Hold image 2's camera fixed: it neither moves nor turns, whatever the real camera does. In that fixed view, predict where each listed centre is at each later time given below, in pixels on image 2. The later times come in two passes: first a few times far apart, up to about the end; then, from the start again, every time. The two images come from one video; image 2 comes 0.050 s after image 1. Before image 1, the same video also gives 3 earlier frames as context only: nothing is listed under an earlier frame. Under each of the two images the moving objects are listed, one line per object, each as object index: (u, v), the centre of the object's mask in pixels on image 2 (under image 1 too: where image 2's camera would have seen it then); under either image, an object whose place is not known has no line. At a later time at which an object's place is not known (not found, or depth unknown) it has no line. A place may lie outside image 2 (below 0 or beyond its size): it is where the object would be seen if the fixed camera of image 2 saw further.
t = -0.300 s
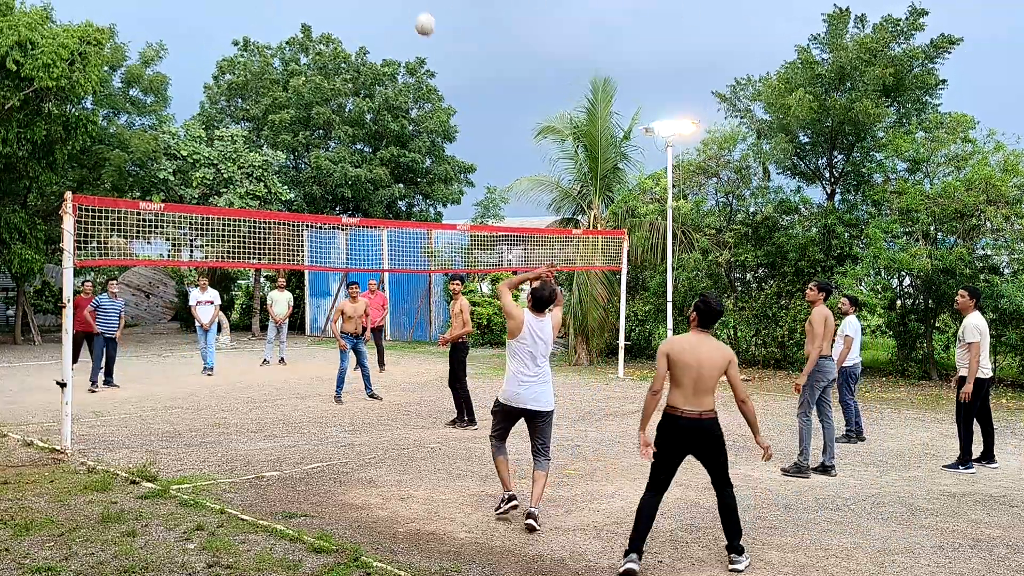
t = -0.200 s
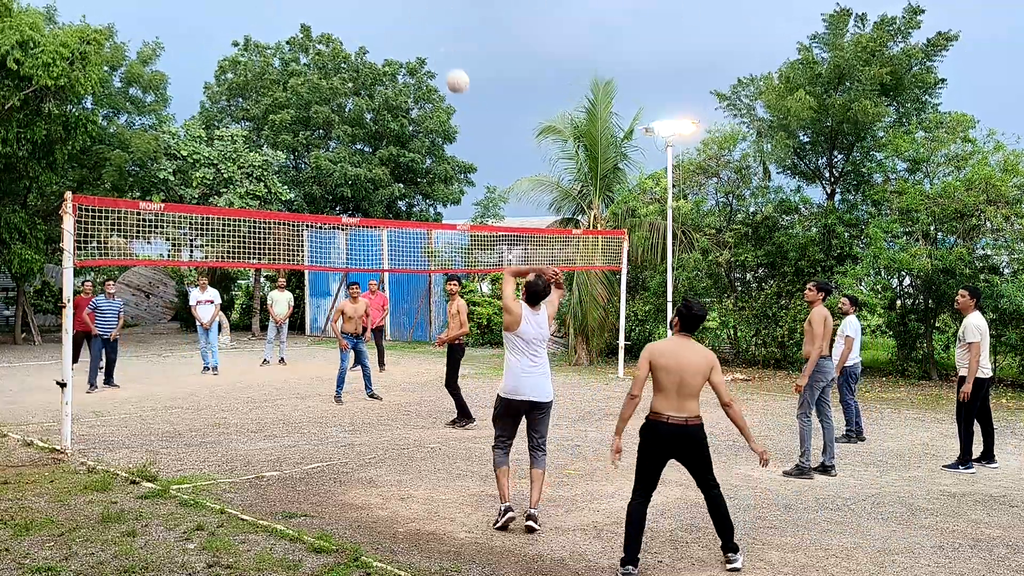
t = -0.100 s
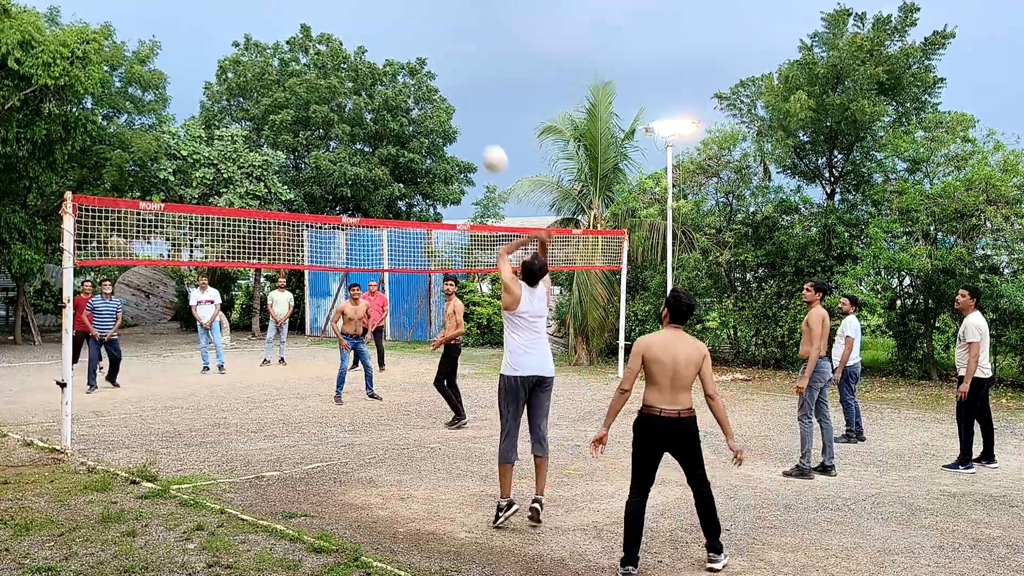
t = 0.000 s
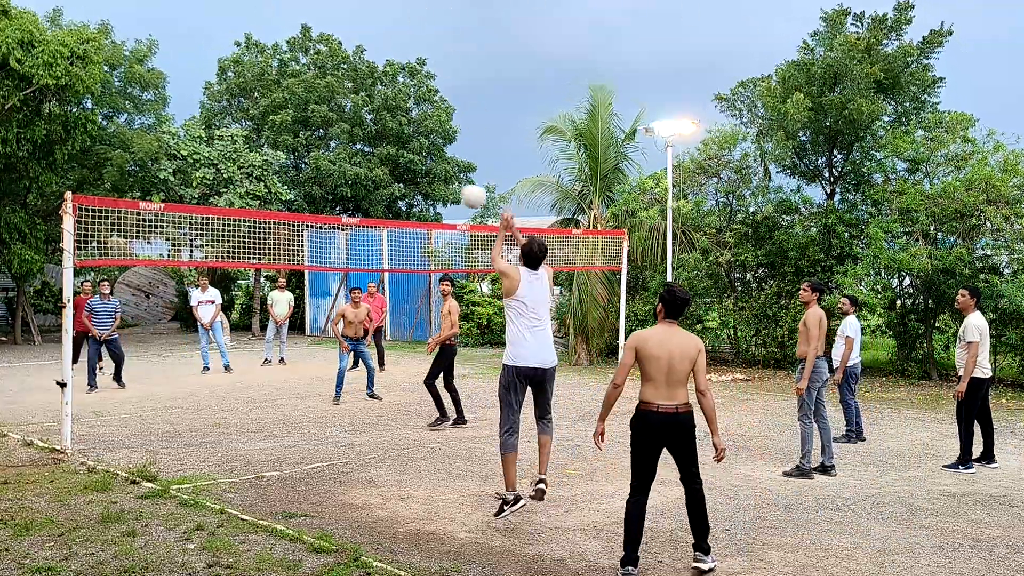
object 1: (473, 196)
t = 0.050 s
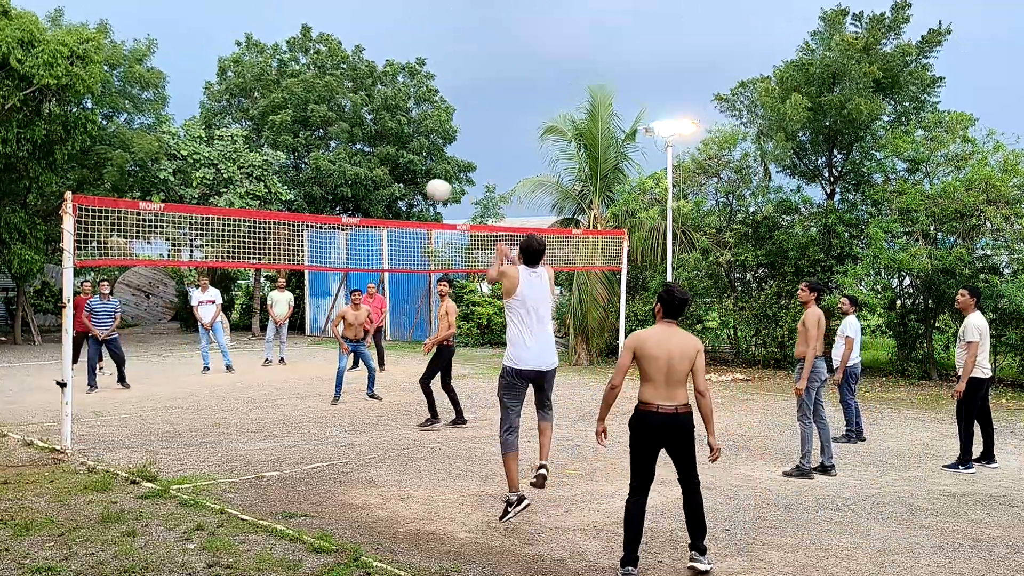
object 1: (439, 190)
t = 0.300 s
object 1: (324, 207)
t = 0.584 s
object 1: (287, 225)
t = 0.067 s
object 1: (428, 188)
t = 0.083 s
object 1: (418, 188)
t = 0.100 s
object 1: (409, 188)
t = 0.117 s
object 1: (400, 188)
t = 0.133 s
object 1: (391, 188)
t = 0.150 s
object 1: (382, 189)
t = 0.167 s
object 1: (375, 190)
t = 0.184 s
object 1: (367, 192)
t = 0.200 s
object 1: (360, 193)
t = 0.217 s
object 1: (354, 195)
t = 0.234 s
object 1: (347, 197)
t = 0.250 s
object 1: (341, 199)
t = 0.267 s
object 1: (335, 202)
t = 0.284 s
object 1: (330, 204)
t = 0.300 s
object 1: (324, 207)
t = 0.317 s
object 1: (319, 210)
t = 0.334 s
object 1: (315, 213)
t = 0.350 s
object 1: (311, 215)
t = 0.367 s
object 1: (309, 214)
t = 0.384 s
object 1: (307, 214)
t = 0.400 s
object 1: (305, 213)
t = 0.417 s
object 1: (303, 212)
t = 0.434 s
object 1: (302, 211)
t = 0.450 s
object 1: (300, 210)
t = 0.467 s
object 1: (299, 215)
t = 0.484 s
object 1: (297, 216)
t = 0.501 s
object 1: (296, 219)
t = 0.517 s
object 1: (293, 219)
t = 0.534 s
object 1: (292, 221)
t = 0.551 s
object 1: (290, 223)
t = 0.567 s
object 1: (289, 223)
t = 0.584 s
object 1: (287, 225)
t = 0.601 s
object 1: (286, 228)
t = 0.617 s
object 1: (285, 229)
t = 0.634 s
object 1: (283, 232)
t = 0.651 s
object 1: (282, 234)
